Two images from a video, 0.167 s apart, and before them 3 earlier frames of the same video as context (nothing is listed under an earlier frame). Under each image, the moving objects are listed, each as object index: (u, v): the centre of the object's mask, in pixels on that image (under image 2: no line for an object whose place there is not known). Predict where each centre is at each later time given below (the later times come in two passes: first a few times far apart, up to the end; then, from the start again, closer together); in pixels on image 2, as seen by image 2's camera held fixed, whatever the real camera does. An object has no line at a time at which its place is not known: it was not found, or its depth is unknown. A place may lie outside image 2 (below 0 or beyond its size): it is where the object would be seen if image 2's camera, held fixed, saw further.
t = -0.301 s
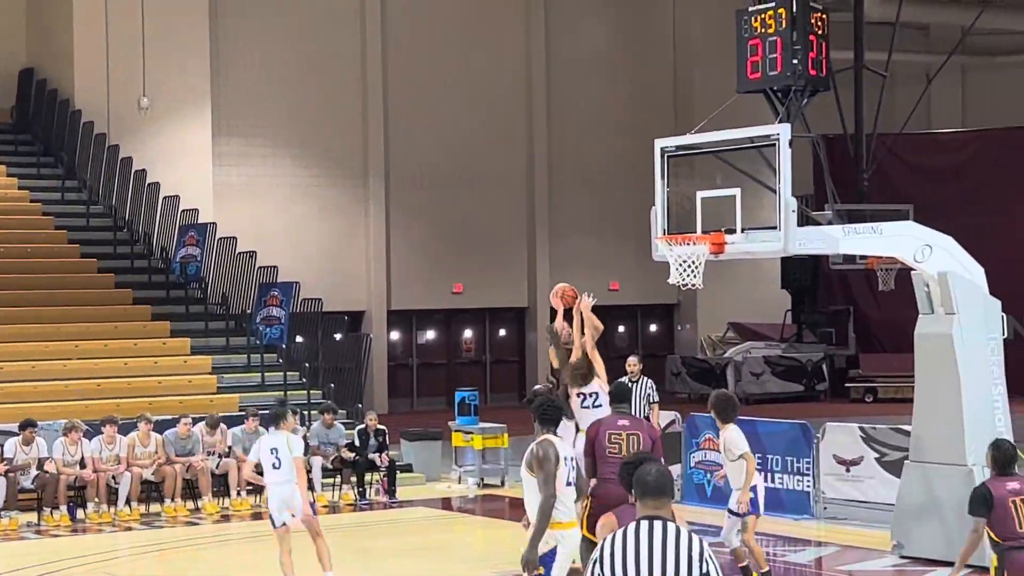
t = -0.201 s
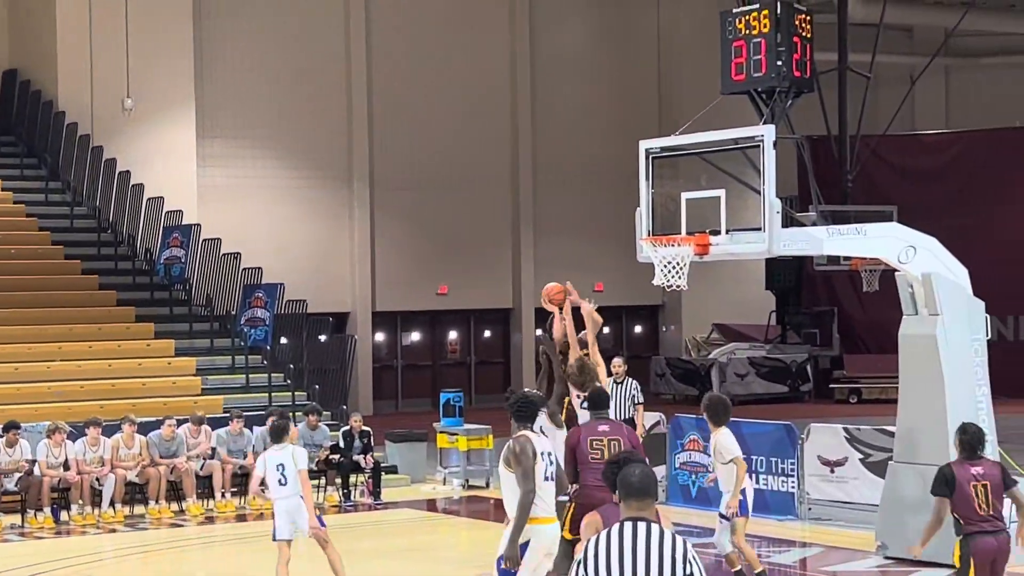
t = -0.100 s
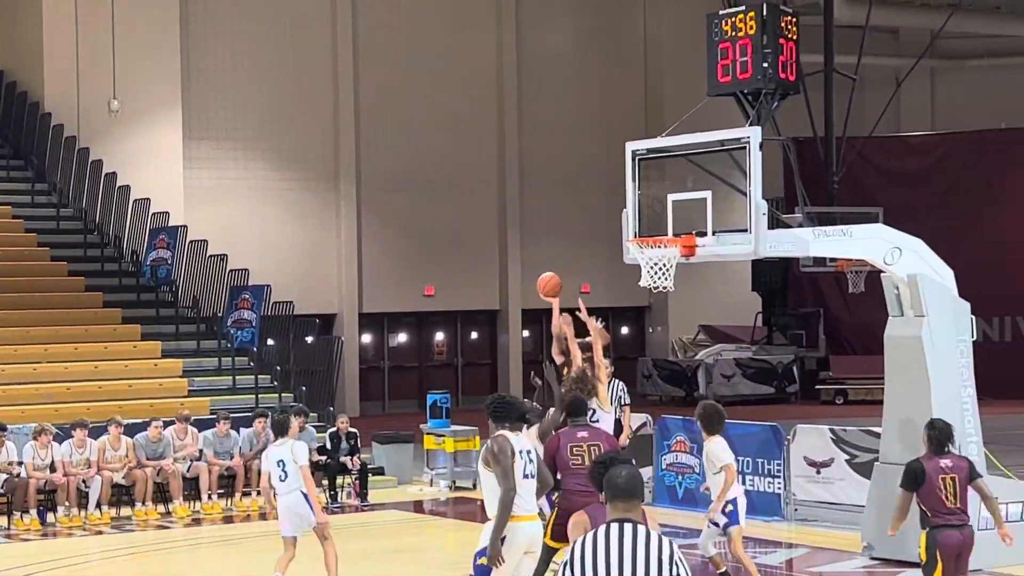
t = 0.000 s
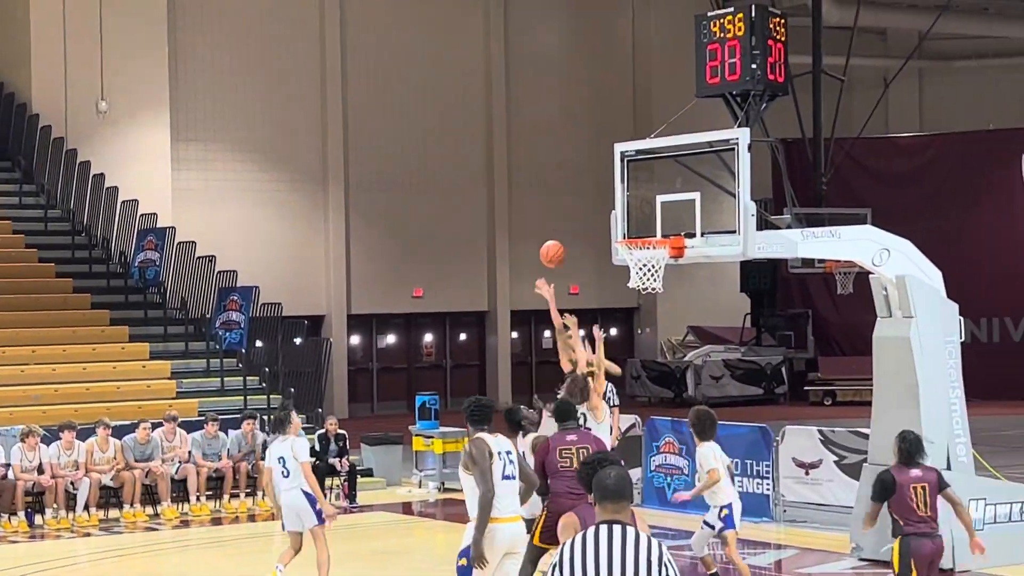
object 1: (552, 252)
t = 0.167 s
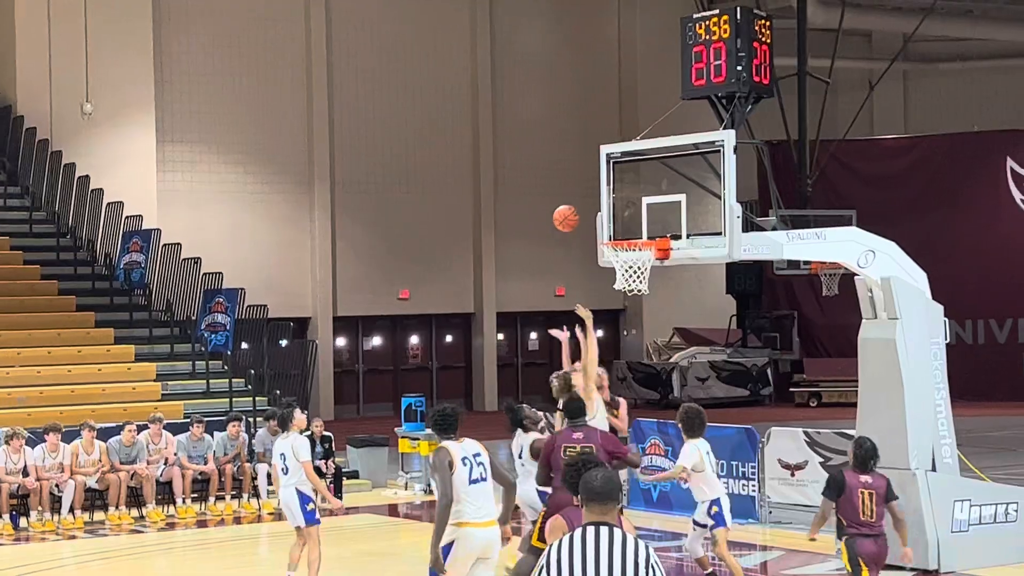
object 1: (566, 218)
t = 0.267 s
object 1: (583, 209)
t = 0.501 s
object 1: (625, 229)
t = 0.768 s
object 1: (636, 268)
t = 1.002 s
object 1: (630, 302)
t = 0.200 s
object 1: (571, 214)
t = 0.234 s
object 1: (577, 211)
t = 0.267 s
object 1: (583, 209)
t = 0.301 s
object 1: (589, 209)
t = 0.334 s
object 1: (594, 209)
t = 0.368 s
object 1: (600, 211)
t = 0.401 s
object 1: (606, 214)
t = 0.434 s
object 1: (614, 219)
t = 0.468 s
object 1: (619, 224)
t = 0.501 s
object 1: (625, 229)
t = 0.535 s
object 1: (631, 233)
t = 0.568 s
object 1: (632, 237)
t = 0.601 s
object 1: (633, 248)
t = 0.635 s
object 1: (632, 257)
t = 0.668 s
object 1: (634, 253)
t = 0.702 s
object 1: (635, 256)
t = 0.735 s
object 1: (635, 260)
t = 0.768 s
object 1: (636, 268)
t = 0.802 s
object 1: (631, 266)
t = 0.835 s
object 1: (632, 271)
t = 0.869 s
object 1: (629, 276)
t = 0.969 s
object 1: (631, 296)
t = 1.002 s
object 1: (630, 302)
